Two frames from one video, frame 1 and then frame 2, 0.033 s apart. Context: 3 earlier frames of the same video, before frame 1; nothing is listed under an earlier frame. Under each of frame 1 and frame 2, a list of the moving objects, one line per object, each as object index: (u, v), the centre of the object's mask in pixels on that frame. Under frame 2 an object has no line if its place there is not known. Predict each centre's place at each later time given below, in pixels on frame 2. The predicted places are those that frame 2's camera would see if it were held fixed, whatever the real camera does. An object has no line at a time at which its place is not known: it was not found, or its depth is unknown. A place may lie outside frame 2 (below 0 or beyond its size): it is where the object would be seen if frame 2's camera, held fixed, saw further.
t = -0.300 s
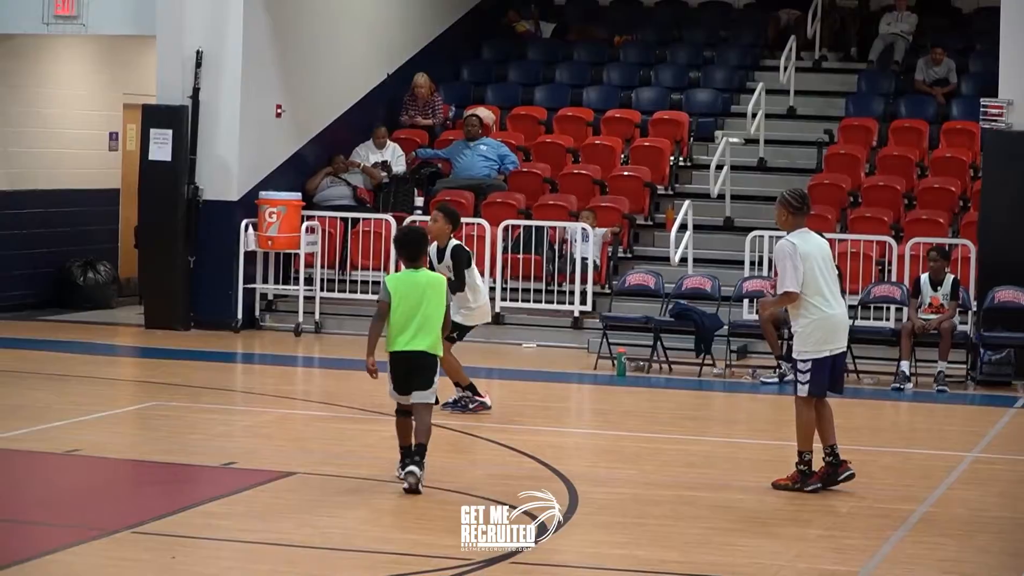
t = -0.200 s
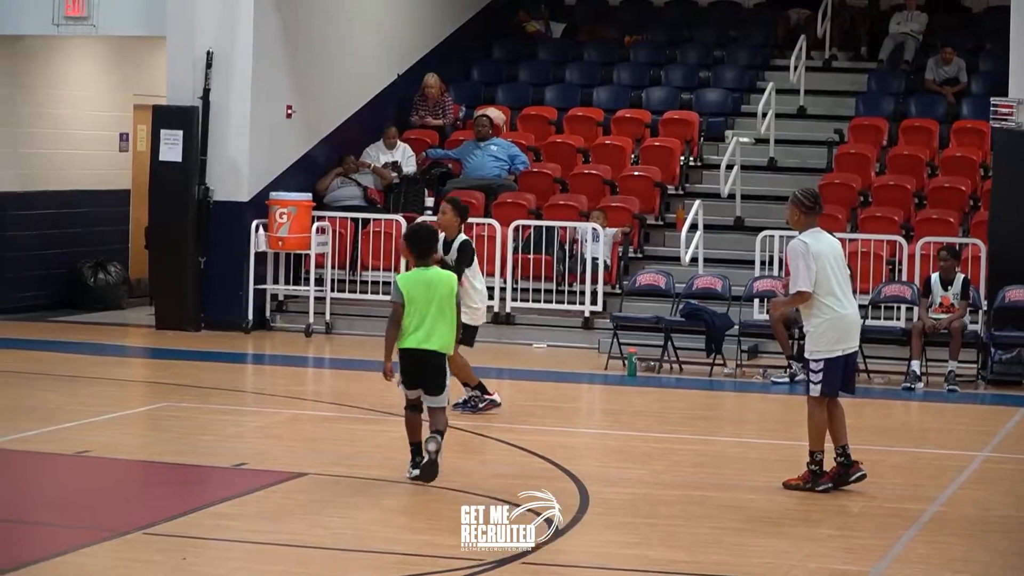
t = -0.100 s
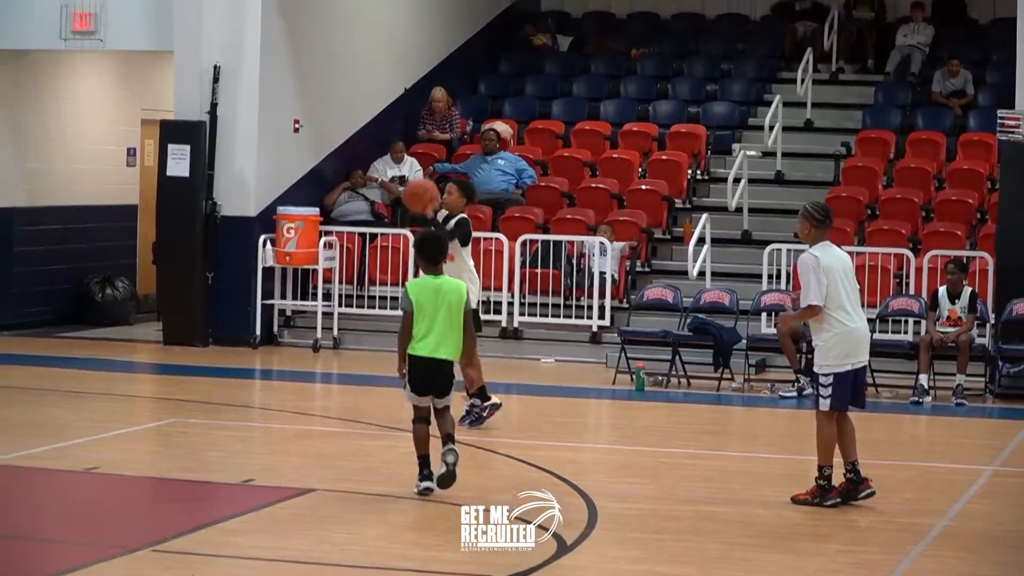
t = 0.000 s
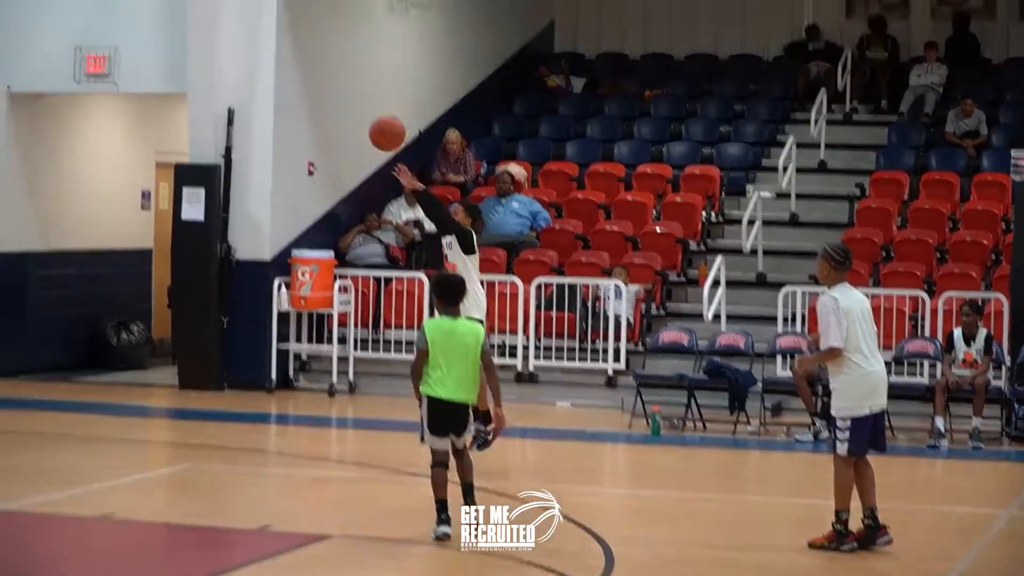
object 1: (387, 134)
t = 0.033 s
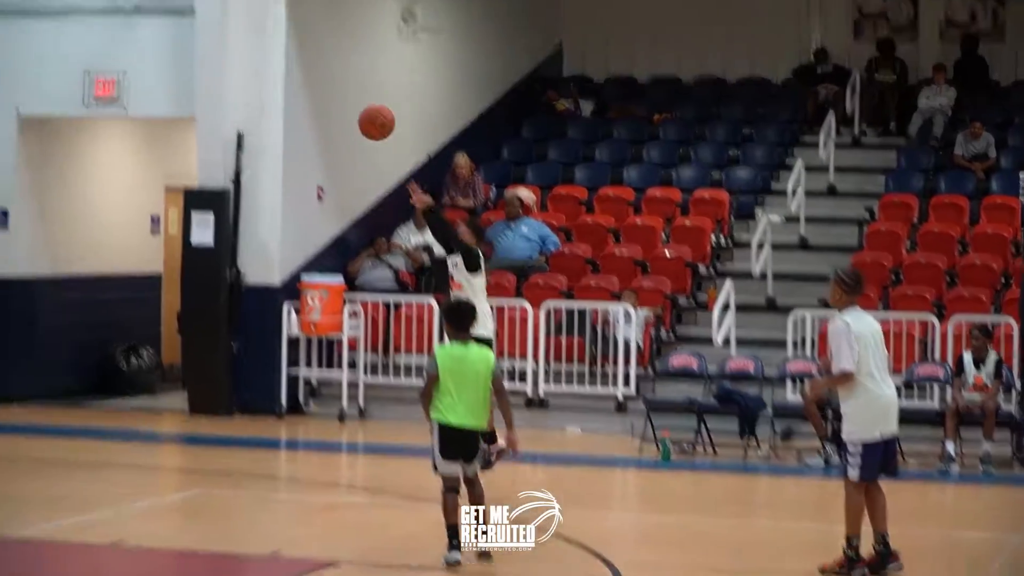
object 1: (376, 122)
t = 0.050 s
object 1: (366, 105)
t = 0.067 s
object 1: (355, 88)
